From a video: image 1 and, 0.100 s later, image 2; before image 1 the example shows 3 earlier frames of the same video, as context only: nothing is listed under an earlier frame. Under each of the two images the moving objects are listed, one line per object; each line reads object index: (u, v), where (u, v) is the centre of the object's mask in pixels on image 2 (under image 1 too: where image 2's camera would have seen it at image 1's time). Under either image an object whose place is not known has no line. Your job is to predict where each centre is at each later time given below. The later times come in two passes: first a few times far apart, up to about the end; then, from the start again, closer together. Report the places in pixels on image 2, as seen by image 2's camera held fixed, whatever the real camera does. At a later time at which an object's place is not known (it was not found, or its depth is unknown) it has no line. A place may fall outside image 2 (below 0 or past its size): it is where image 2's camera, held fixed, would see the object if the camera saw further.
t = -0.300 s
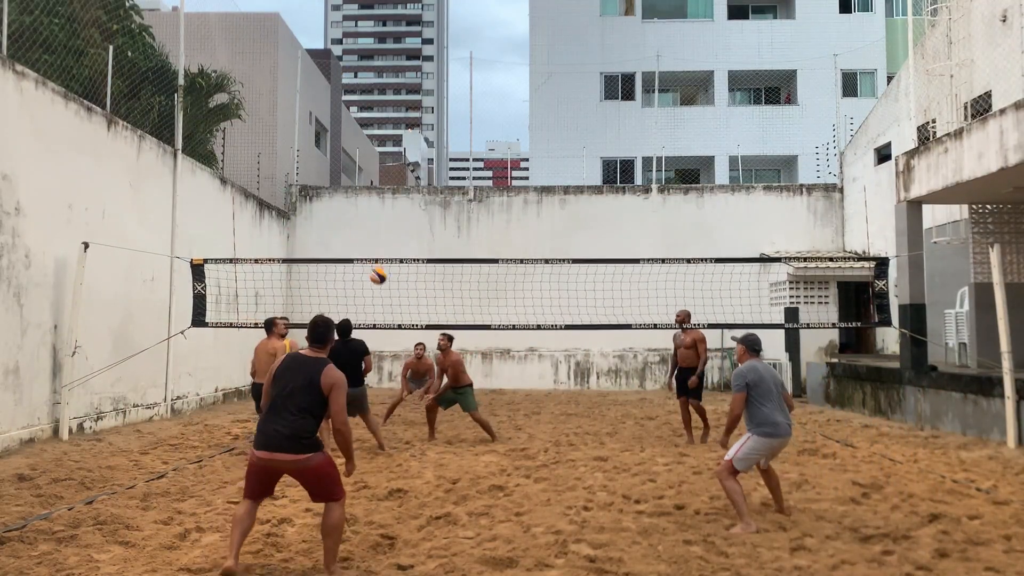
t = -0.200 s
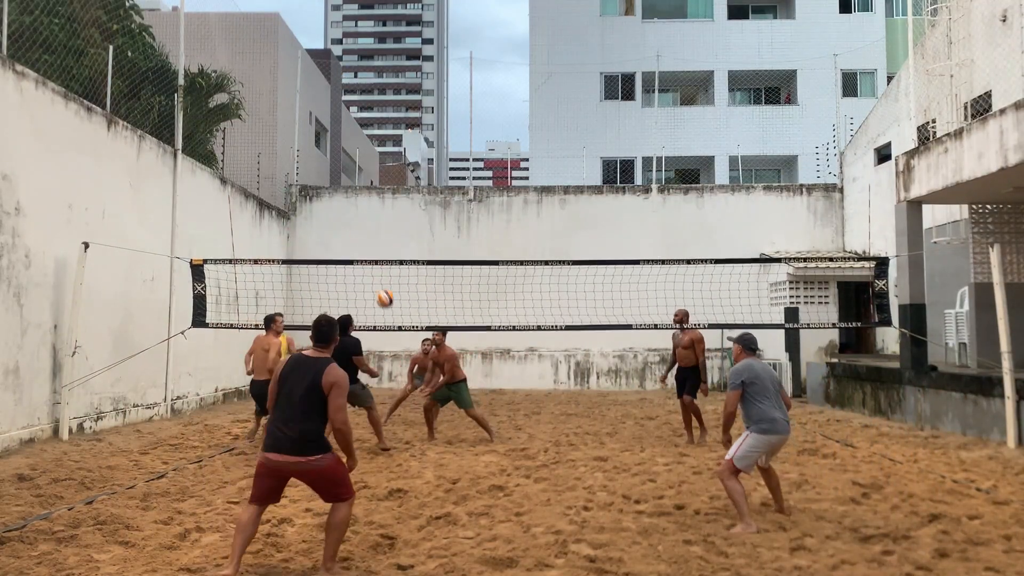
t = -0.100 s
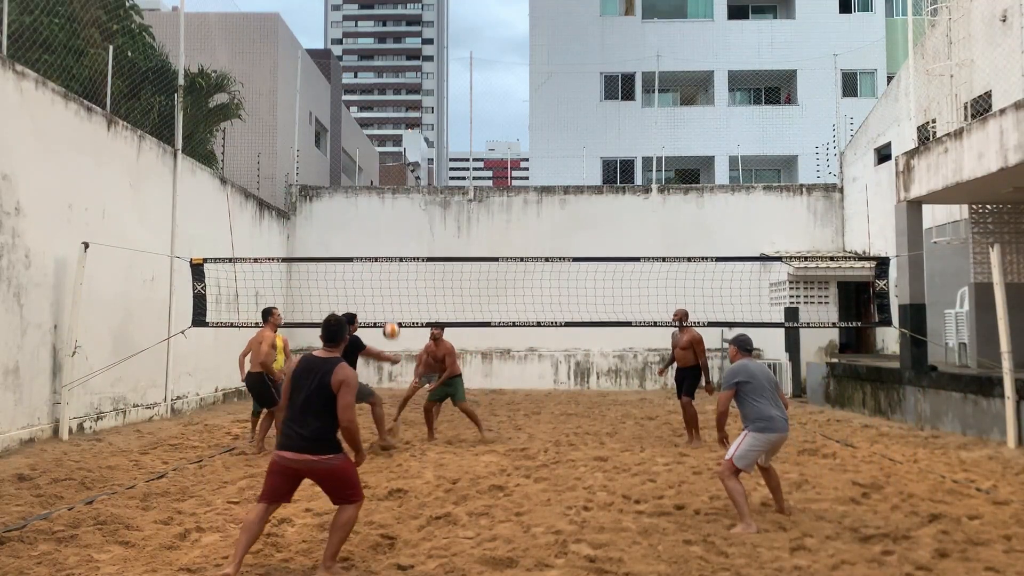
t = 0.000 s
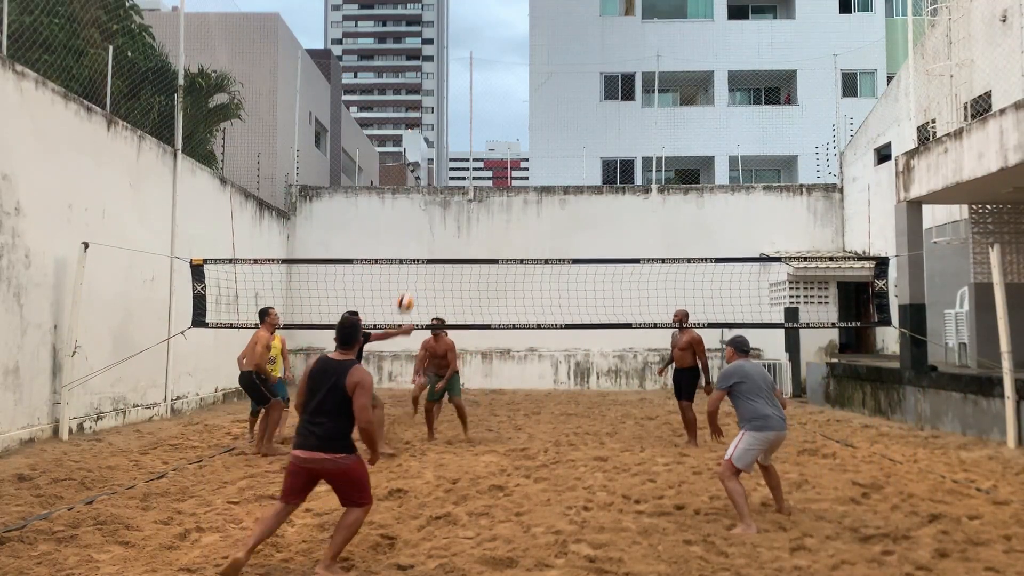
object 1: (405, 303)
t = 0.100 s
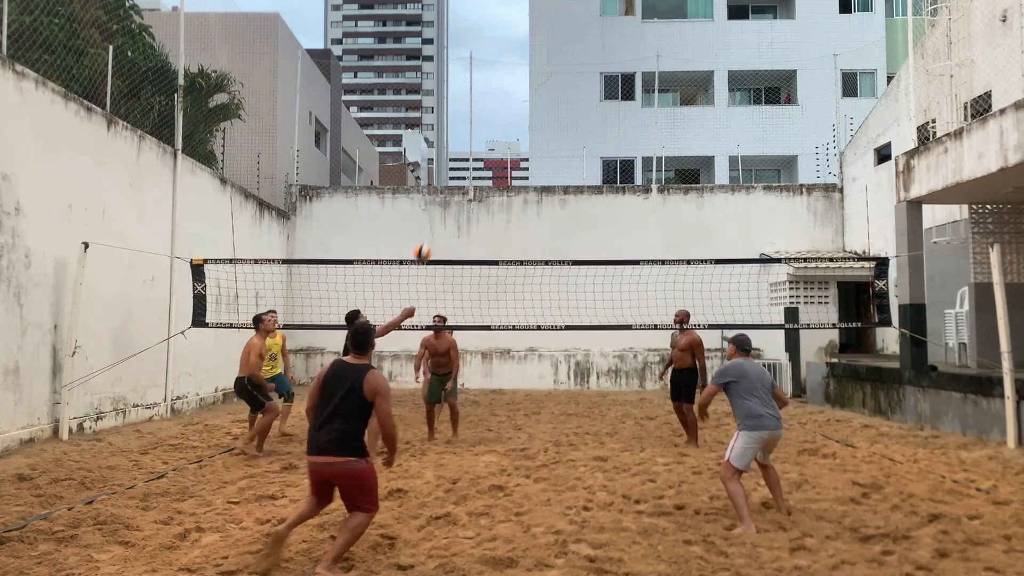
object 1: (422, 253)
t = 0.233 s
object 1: (444, 199)
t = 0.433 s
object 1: (477, 144)
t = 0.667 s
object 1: (515, 121)
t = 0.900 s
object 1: (555, 145)
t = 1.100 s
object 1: (589, 204)
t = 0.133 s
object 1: (428, 238)
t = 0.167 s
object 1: (433, 224)
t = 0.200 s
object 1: (439, 211)
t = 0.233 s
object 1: (444, 199)
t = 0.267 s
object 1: (449, 188)
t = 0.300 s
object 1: (455, 177)
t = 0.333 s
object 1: (461, 167)
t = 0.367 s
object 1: (466, 159)
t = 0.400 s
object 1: (472, 152)
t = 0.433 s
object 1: (477, 144)
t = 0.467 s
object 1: (482, 138)
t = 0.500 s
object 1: (488, 133)
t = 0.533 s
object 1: (493, 129)
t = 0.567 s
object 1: (499, 125)
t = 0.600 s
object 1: (504, 123)
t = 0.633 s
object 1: (510, 122)
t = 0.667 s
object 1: (515, 121)
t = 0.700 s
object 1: (521, 122)
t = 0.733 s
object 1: (527, 123)
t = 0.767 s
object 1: (532, 125)
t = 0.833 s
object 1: (543, 133)
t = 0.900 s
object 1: (555, 145)
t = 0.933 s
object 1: (561, 152)
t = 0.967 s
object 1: (566, 160)
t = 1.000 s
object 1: (572, 170)
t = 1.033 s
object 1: (578, 179)
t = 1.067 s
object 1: (583, 192)
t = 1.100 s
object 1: (589, 204)
